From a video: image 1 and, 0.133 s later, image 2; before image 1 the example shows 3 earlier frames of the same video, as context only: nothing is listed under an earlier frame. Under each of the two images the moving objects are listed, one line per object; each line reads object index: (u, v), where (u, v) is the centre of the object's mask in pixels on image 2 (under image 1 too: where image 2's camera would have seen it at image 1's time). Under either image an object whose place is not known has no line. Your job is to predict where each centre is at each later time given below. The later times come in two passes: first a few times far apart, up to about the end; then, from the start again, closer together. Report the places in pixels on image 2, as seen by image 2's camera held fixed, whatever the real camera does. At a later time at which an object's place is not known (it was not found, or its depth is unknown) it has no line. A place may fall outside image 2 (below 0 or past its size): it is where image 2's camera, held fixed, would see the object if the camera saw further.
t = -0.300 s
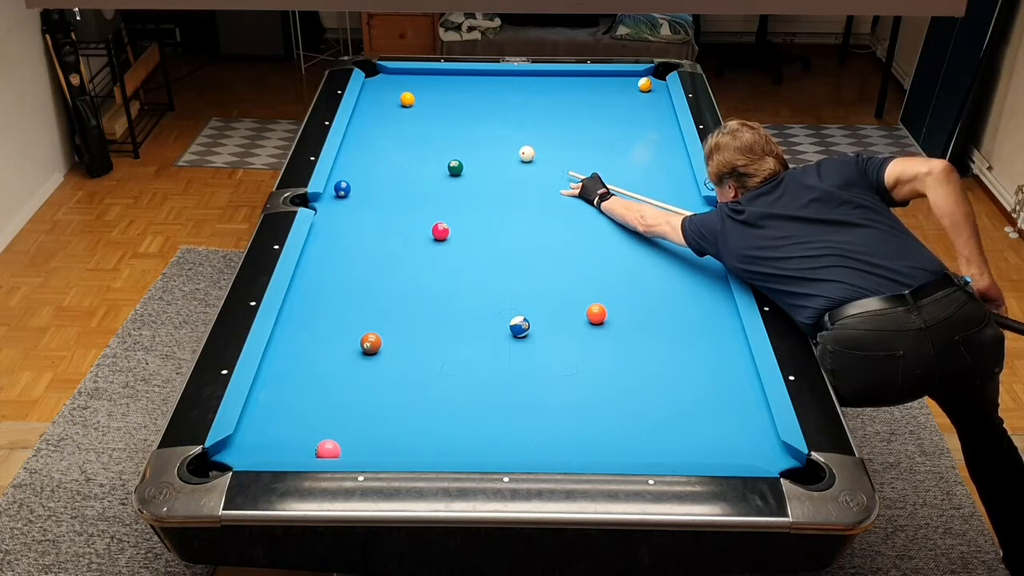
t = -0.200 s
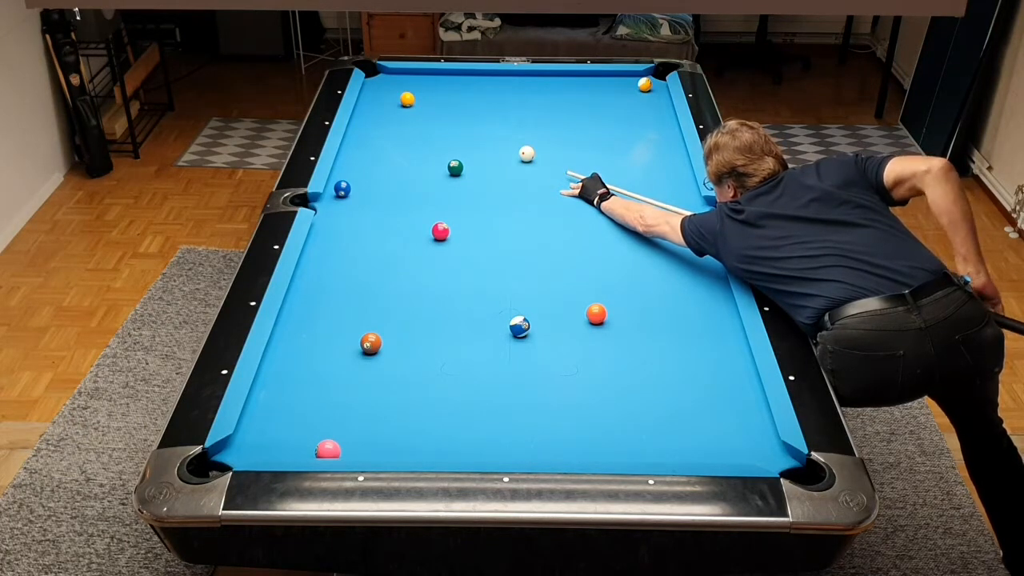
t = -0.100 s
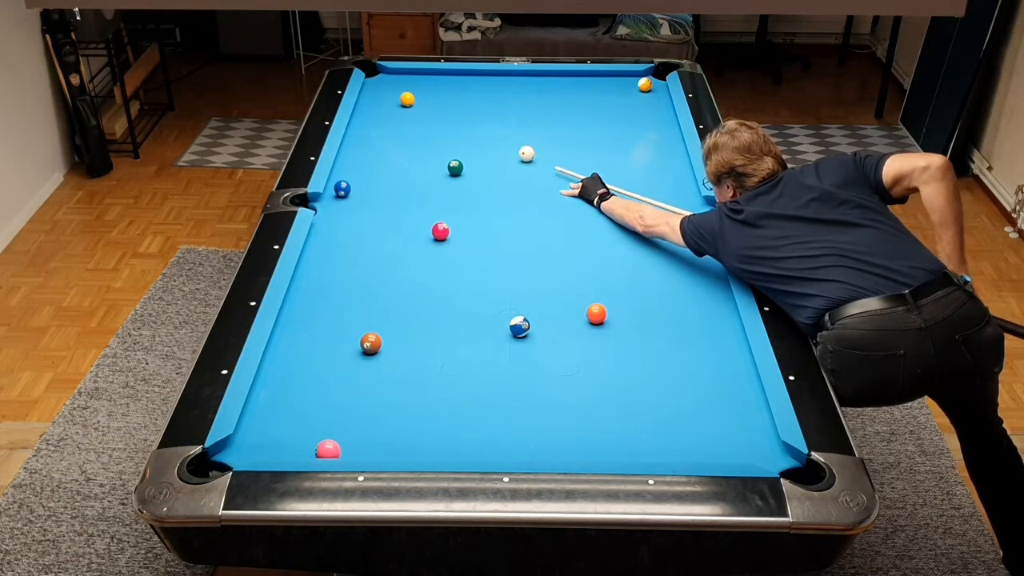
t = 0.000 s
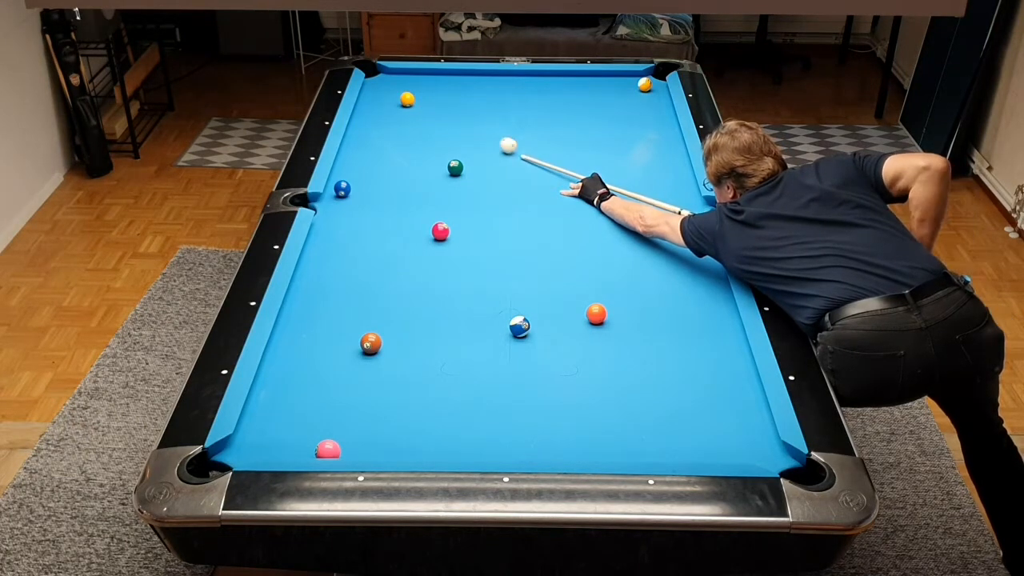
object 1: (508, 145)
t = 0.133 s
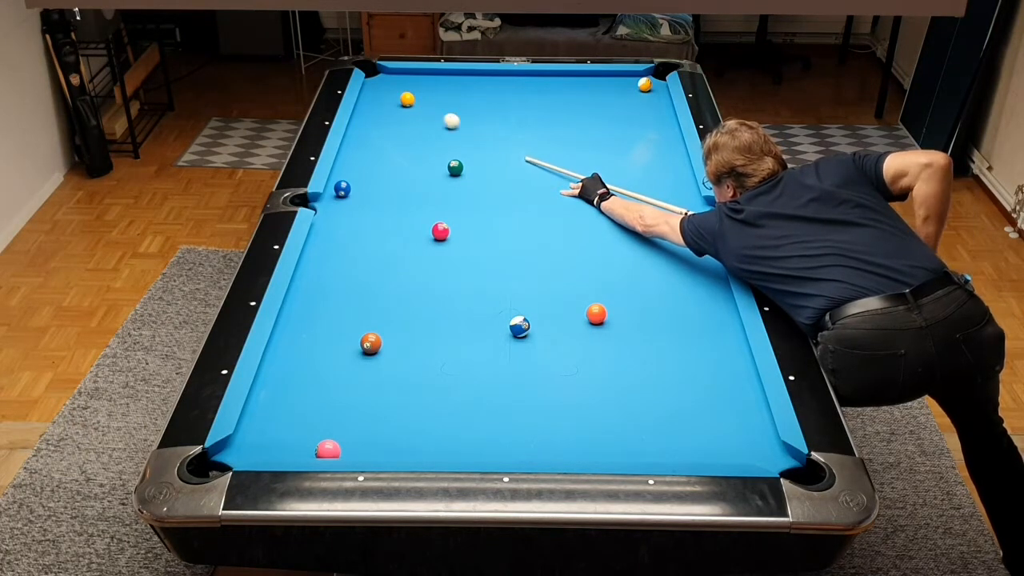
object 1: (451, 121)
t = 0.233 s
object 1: (417, 106)
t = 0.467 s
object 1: (397, 108)
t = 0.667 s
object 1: (384, 111)
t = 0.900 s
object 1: (371, 114)
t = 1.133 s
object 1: (358, 117)
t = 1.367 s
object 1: (362, 120)
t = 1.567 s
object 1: (366, 122)
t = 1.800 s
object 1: (371, 125)
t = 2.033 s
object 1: (375, 126)
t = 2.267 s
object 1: (377, 128)
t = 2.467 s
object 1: (380, 129)
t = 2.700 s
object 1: (381, 130)
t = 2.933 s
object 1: (382, 131)
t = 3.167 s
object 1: (383, 131)
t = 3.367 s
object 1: (383, 131)
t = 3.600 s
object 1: (383, 131)
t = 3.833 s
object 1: (383, 131)
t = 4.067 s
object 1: (383, 131)
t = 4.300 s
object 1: (383, 131)
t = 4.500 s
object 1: (383, 131)
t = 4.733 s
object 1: (383, 131)
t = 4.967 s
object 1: (383, 131)
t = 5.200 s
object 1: (383, 131)
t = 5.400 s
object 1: (383, 131)
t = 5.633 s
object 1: (383, 131)
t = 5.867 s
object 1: (383, 131)
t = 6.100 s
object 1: (383, 131)
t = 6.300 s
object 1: (383, 131)
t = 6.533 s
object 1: (383, 131)
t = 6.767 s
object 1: (383, 131)
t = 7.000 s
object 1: (383, 131)
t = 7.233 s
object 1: (383, 131)
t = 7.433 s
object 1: (383, 131)
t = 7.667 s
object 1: (383, 131)
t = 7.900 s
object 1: (383, 131)
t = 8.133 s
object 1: (383, 131)
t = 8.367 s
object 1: (383, 131)
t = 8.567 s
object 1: (383, 131)
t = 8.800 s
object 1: (383, 131)
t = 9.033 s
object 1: (383, 131)
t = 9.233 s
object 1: (383, 131)
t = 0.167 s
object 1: (439, 116)
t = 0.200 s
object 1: (427, 110)
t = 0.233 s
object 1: (417, 106)
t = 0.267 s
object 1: (410, 105)
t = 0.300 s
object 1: (407, 105)
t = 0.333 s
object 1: (405, 106)
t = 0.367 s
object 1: (403, 106)
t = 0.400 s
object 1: (401, 107)
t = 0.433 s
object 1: (399, 107)
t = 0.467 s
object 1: (397, 108)
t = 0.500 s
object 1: (394, 108)
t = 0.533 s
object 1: (392, 109)
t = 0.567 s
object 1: (390, 109)
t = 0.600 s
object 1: (388, 110)
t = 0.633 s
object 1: (386, 110)
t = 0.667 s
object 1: (384, 111)
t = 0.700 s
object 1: (382, 111)
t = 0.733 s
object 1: (381, 112)
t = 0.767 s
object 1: (378, 112)
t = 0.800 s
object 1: (377, 113)
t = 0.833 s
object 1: (375, 113)
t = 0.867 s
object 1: (373, 114)
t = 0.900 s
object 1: (371, 114)
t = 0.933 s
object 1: (369, 114)
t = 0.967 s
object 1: (367, 115)
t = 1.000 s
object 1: (365, 115)
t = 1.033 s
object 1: (364, 116)
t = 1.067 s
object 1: (362, 116)
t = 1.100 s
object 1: (360, 117)
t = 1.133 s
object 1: (358, 117)
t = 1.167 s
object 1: (358, 118)
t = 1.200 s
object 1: (358, 118)
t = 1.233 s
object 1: (359, 119)
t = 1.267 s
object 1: (360, 119)
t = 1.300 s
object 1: (360, 119)
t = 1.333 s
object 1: (361, 120)
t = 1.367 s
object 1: (362, 120)
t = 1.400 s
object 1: (363, 121)
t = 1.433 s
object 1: (363, 121)
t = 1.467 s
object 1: (364, 121)
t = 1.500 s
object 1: (365, 122)
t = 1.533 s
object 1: (365, 122)
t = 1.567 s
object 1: (366, 122)
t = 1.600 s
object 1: (367, 123)
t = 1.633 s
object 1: (367, 123)
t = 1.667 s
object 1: (368, 123)
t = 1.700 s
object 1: (369, 124)
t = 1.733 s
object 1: (369, 124)
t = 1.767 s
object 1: (370, 124)
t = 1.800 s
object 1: (371, 125)
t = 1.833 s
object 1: (371, 125)
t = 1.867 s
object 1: (372, 125)
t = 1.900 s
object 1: (372, 126)
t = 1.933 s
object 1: (373, 126)
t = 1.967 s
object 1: (374, 126)
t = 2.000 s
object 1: (374, 126)
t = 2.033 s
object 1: (375, 126)
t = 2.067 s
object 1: (375, 127)
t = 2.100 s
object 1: (375, 127)
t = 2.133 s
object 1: (376, 127)
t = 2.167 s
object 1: (376, 127)
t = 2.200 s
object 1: (377, 128)
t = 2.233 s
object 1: (377, 128)
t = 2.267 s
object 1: (377, 128)
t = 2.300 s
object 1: (378, 128)
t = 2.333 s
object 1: (378, 128)
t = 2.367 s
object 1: (379, 129)
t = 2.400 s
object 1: (379, 129)
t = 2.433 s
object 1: (379, 129)
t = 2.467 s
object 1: (380, 129)
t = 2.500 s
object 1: (380, 129)
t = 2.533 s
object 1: (380, 130)
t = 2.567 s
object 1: (380, 130)
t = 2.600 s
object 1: (380, 130)
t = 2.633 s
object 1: (381, 130)
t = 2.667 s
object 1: (381, 130)
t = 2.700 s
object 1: (381, 130)
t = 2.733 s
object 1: (382, 130)
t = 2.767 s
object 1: (382, 130)
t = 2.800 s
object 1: (382, 130)
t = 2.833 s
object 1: (382, 130)
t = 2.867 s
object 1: (382, 131)
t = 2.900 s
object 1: (382, 131)
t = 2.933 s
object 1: (382, 131)
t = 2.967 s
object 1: (383, 131)
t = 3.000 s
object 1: (383, 131)
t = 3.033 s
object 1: (383, 131)
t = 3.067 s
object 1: (383, 131)
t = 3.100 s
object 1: (383, 131)
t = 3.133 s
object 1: (383, 131)
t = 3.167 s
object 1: (383, 131)
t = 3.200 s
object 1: (383, 131)
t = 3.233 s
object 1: (383, 131)
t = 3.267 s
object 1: (383, 131)
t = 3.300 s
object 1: (383, 131)
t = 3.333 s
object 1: (383, 131)
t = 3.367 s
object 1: (383, 131)
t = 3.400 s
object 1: (383, 131)
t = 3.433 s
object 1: (383, 131)
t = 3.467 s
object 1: (383, 131)
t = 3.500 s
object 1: (383, 131)
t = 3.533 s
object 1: (383, 131)
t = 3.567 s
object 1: (383, 131)
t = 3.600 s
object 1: (383, 131)
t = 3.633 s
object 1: (383, 131)
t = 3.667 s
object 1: (383, 131)
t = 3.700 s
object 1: (383, 131)
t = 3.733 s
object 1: (383, 131)
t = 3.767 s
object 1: (383, 131)
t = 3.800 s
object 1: (383, 131)
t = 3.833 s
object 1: (383, 131)
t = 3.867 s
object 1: (383, 131)
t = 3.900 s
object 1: (383, 131)
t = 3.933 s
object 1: (383, 131)
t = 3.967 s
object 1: (383, 131)
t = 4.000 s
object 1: (383, 131)
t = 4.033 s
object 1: (383, 131)
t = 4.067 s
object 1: (383, 131)
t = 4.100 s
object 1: (383, 131)
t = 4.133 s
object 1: (383, 131)
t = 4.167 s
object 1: (383, 131)
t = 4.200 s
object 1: (383, 131)
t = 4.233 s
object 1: (383, 131)
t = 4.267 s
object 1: (383, 131)
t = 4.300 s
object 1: (383, 131)
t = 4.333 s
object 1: (383, 131)
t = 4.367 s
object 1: (383, 131)
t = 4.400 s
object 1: (383, 131)
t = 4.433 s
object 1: (383, 131)
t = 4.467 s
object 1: (383, 131)
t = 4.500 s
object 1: (383, 131)
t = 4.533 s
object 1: (383, 131)
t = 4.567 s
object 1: (383, 131)
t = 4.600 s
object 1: (383, 131)
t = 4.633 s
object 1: (383, 131)
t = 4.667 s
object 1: (383, 131)
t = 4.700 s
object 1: (383, 131)
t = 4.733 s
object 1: (383, 131)
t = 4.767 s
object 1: (383, 131)
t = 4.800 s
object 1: (383, 131)
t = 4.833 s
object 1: (383, 131)
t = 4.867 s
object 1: (383, 131)
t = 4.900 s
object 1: (383, 131)
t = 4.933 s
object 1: (383, 131)
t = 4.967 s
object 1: (383, 131)
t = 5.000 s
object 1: (383, 131)
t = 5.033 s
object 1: (383, 131)
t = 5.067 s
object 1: (383, 131)
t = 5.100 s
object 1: (383, 131)
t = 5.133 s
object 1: (383, 131)
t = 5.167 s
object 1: (383, 131)
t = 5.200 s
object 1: (383, 131)
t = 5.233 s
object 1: (383, 131)
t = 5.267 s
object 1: (383, 131)
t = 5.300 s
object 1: (383, 131)
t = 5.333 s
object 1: (383, 131)
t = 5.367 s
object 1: (383, 131)
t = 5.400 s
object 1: (383, 131)
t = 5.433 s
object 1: (383, 131)
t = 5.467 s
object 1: (383, 131)
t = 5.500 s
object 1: (383, 131)
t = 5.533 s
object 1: (383, 131)
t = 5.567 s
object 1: (383, 131)
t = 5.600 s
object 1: (383, 131)
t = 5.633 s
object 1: (383, 131)
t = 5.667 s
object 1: (383, 131)
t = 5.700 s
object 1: (383, 131)
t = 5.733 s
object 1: (383, 131)
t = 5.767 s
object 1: (383, 131)
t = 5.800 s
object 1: (383, 131)
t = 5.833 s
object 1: (383, 131)
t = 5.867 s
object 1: (383, 131)
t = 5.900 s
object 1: (383, 131)
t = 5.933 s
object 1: (383, 131)
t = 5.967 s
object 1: (383, 131)
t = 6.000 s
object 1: (383, 131)
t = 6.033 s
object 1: (383, 131)
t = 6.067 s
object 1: (383, 131)
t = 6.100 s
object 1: (383, 131)
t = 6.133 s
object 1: (383, 131)
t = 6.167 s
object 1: (383, 131)
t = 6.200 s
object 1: (383, 131)
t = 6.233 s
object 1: (383, 131)
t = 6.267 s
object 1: (383, 131)
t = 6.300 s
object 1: (383, 131)
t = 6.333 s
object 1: (383, 131)
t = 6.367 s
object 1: (383, 131)
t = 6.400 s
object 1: (383, 131)
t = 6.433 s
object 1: (383, 131)
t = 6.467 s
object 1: (383, 131)
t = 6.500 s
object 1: (383, 131)
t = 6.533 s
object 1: (383, 131)
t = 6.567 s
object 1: (383, 131)
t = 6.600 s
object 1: (383, 131)
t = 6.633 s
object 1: (383, 131)
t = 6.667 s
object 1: (383, 131)
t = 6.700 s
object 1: (383, 131)
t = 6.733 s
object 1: (383, 131)
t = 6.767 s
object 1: (383, 131)
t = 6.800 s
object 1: (383, 131)
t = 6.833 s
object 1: (383, 131)
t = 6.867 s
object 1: (383, 131)
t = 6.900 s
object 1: (383, 131)
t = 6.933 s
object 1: (383, 131)
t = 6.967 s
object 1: (383, 131)
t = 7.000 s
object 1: (383, 131)
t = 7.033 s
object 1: (383, 131)
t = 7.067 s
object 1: (383, 131)
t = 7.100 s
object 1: (383, 131)
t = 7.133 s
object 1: (383, 131)
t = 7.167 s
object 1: (383, 131)
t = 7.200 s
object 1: (383, 131)
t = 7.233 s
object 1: (383, 131)
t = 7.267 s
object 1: (383, 131)
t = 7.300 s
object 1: (383, 131)
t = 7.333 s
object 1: (383, 131)
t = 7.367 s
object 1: (383, 131)
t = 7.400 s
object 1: (383, 131)
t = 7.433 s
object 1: (383, 131)
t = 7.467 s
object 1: (383, 131)
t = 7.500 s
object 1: (383, 131)
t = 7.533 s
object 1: (383, 131)
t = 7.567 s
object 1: (383, 131)
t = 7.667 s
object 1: (383, 131)
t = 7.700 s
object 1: (383, 131)
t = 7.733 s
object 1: (383, 131)
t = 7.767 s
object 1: (383, 131)
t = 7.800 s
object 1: (383, 131)
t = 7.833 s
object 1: (383, 131)
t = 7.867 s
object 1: (383, 131)
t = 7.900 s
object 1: (383, 131)
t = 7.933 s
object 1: (383, 131)
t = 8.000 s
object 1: (383, 131)
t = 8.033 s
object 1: (383, 131)
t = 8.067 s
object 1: (383, 131)
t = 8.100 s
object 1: (383, 131)
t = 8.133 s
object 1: (383, 131)
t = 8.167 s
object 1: (383, 131)
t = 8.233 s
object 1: (383, 131)
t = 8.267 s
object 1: (383, 131)
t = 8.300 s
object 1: (383, 131)
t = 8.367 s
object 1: (383, 131)
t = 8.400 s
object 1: (383, 131)
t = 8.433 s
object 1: (383, 131)
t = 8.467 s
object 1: (383, 131)
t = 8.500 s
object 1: (383, 131)
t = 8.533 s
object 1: (383, 131)
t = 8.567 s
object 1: (383, 131)
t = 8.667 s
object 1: (383, 131)
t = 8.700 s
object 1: (383, 131)
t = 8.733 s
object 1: (383, 131)
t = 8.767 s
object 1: (383, 131)
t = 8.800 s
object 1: (383, 131)
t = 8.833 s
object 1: (383, 131)
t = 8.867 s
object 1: (383, 131)
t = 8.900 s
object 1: (383, 131)
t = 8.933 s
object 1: (383, 131)
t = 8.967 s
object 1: (383, 131)
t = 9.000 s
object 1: (383, 131)
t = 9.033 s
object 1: (383, 131)
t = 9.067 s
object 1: (383, 131)
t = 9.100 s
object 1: (383, 131)
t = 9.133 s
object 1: (383, 131)
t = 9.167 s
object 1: (383, 131)
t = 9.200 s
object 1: (383, 131)
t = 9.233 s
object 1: (383, 131)
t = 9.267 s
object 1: (383, 131)
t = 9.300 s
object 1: (383, 131)
